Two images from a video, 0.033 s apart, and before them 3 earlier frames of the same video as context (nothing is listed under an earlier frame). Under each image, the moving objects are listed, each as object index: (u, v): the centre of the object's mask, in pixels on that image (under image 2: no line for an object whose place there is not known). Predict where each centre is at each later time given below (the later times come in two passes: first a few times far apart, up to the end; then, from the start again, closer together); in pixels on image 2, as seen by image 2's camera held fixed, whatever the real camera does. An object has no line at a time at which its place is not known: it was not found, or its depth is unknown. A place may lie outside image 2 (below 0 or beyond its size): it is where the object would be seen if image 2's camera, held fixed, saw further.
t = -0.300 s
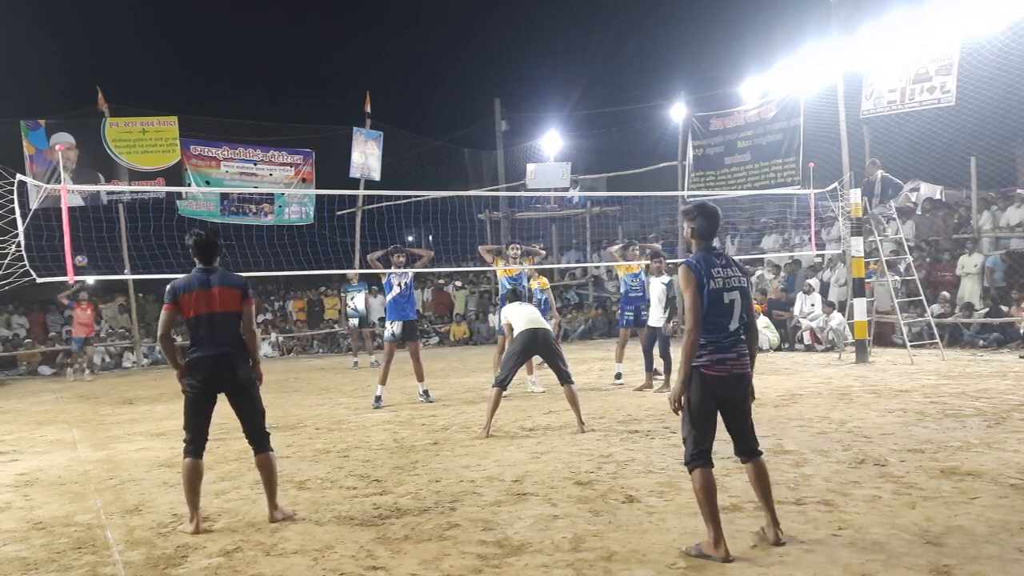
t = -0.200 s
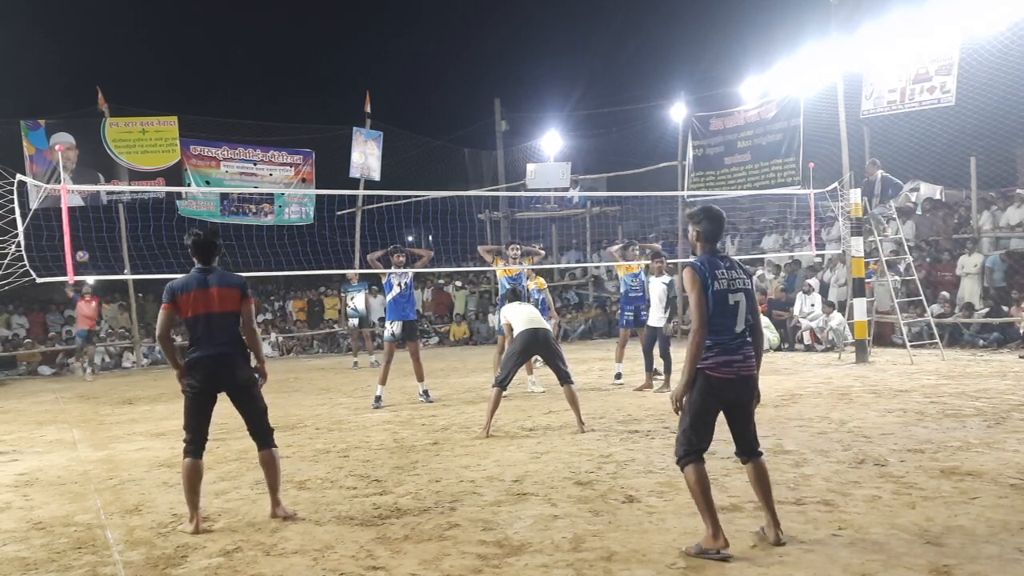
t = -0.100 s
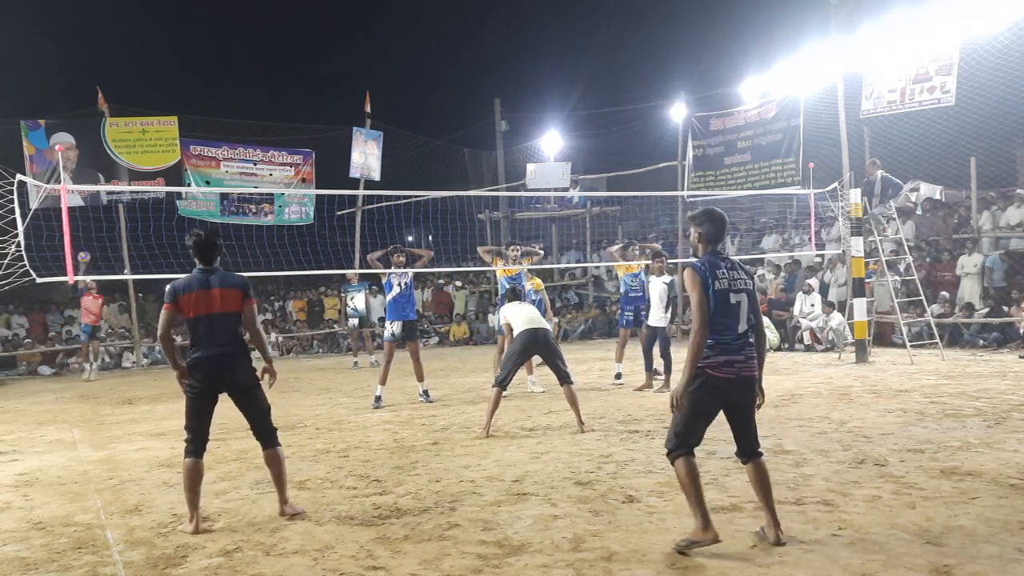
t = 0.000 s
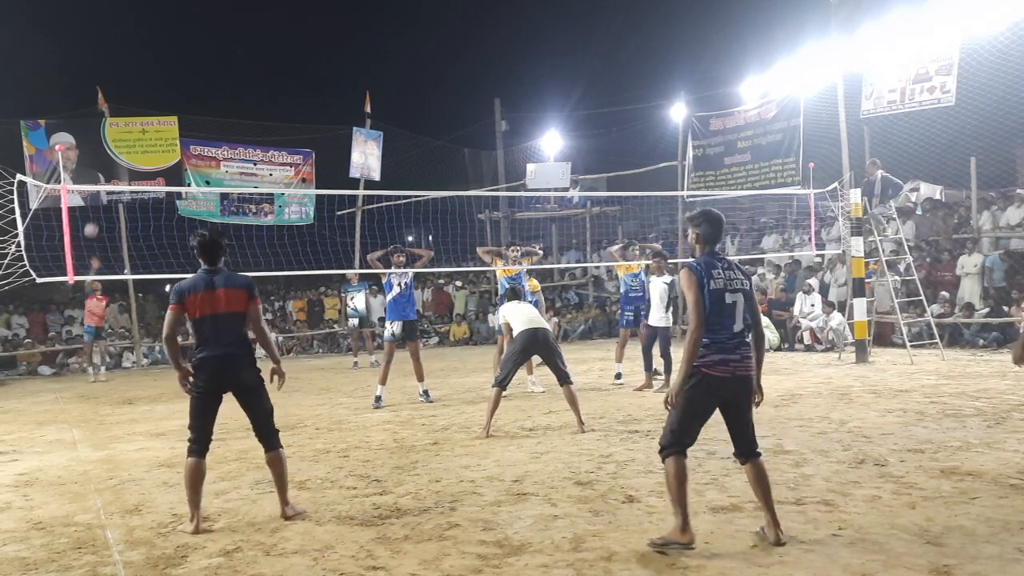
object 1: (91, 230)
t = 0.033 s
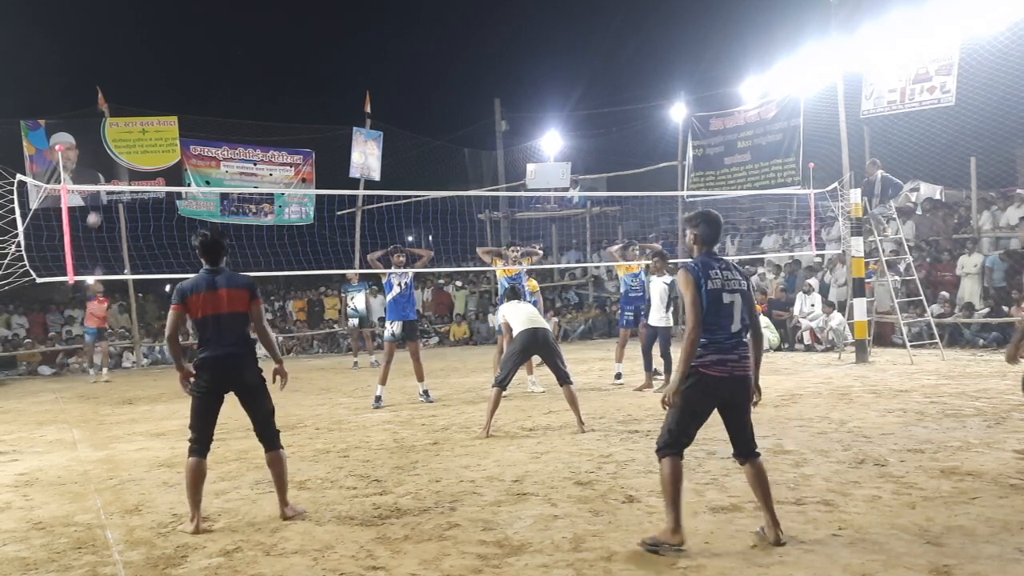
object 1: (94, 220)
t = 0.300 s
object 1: (124, 147)
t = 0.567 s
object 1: (156, 110)
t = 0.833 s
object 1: (193, 132)
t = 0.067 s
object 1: (97, 209)
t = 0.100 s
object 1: (100, 199)
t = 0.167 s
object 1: (108, 178)
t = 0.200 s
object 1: (112, 171)
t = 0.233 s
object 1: (114, 163)
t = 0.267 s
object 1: (119, 155)
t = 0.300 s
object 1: (124, 147)
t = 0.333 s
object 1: (127, 141)
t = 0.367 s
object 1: (131, 135)
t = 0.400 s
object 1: (136, 129)
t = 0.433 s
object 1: (139, 124)
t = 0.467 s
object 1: (144, 119)
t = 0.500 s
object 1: (148, 116)
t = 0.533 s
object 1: (152, 113)
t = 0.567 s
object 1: (156, 110)
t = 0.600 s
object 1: (161, 109)
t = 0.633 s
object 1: (165, 109)
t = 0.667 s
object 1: (169, 110)
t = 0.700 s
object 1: (174, 111)
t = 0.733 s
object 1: (178, 114)
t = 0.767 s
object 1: (183, 118)
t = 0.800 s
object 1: (188, 124)
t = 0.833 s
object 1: (193, 132)
